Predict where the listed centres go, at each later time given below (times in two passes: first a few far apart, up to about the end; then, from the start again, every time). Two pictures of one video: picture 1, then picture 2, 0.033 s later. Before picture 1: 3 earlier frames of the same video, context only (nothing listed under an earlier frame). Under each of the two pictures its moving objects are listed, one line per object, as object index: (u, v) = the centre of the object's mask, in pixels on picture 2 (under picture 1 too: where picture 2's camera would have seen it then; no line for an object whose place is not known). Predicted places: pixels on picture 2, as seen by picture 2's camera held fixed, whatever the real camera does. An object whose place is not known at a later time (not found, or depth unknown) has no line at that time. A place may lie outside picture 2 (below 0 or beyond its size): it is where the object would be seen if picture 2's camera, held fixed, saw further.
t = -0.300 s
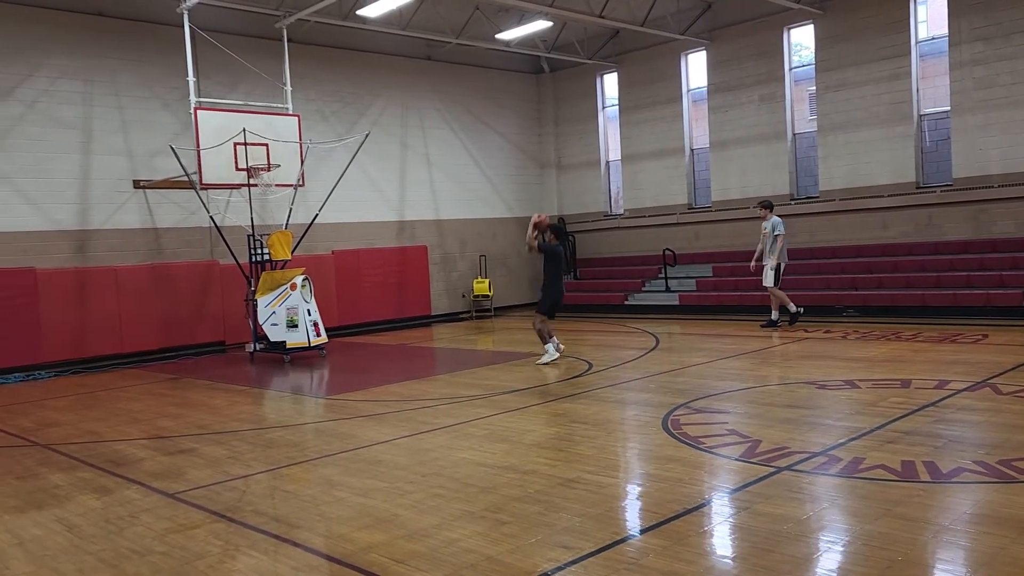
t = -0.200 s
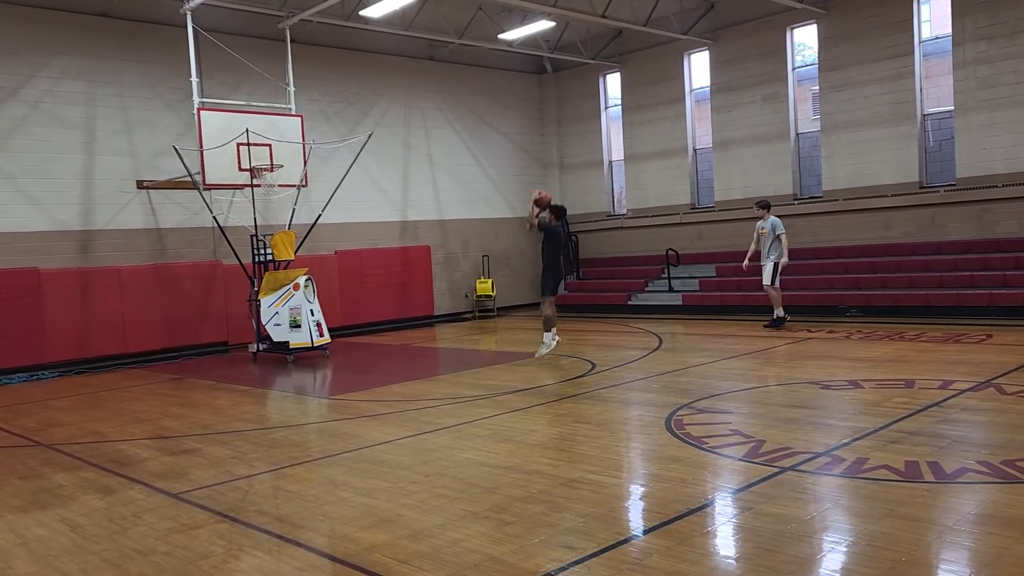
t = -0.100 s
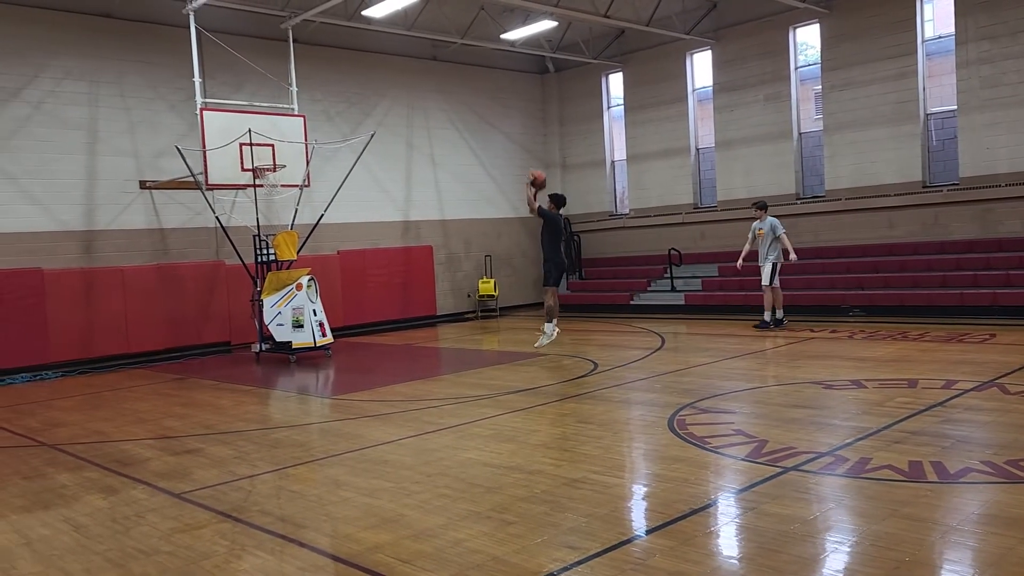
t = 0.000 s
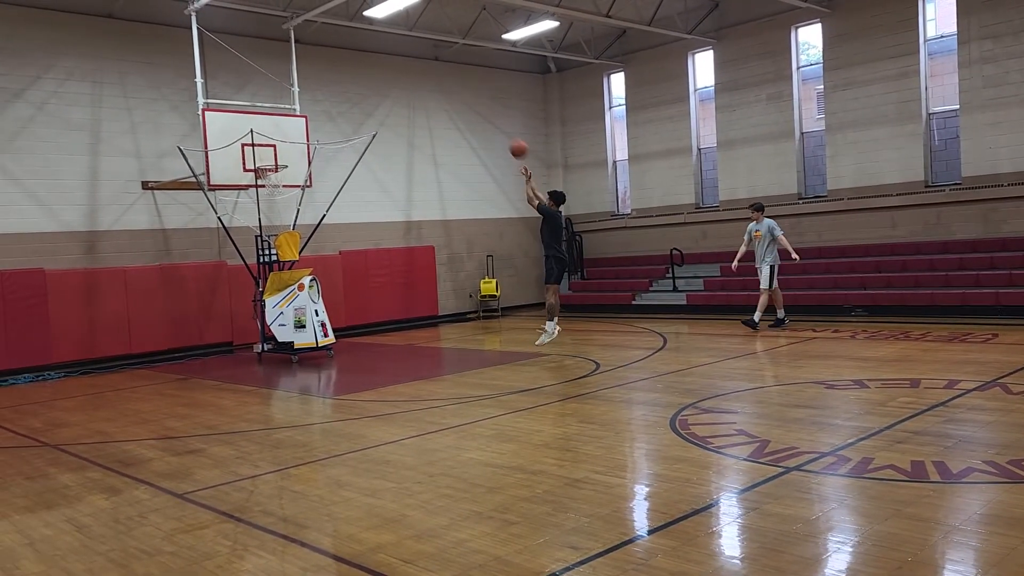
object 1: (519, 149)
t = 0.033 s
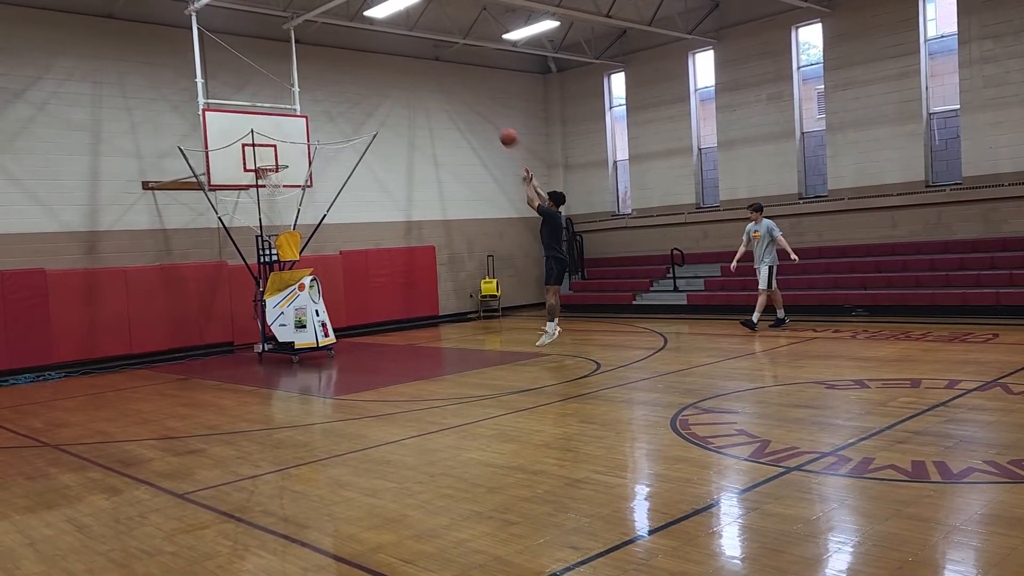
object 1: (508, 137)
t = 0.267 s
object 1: (439, 83)
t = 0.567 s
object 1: (363, 72)
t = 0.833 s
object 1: (303, 113)
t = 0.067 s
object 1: (498, 127)
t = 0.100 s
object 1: (487, 117)
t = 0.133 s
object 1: (478, 110)
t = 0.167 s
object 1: (468, 101)
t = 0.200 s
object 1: (458, 94)
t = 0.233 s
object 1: (449, 88)
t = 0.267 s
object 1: (439, 83)
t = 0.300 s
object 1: (430, 79)
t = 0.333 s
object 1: (421, 75)
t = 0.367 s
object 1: (413, 72)
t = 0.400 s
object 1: (404, 71)
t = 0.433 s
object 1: (394, 69)
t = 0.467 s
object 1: (387, 69)
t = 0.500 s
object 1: (379, 70)
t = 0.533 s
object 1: (371, 70)
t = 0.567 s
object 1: (363, 72)
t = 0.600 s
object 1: (355, 75)
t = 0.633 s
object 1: (347, 78)
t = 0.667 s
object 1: (340, 82)
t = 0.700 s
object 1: (331, 87)
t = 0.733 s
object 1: (324, 93)
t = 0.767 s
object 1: (317, 99)
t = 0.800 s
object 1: (310, 106)
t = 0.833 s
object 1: (303, 113)
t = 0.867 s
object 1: (297, 120)
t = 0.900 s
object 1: (289, 129)
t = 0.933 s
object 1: (282, 138)
